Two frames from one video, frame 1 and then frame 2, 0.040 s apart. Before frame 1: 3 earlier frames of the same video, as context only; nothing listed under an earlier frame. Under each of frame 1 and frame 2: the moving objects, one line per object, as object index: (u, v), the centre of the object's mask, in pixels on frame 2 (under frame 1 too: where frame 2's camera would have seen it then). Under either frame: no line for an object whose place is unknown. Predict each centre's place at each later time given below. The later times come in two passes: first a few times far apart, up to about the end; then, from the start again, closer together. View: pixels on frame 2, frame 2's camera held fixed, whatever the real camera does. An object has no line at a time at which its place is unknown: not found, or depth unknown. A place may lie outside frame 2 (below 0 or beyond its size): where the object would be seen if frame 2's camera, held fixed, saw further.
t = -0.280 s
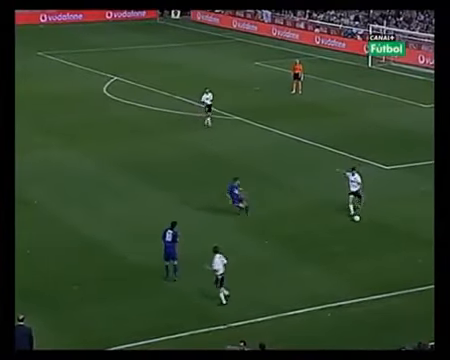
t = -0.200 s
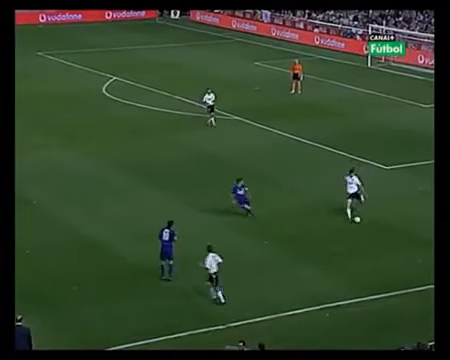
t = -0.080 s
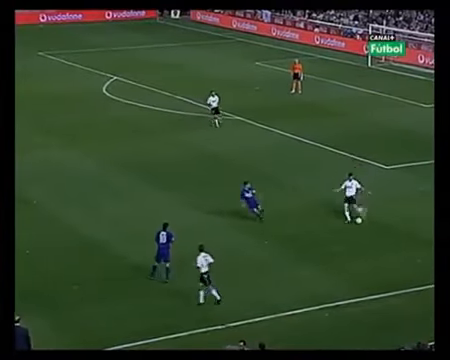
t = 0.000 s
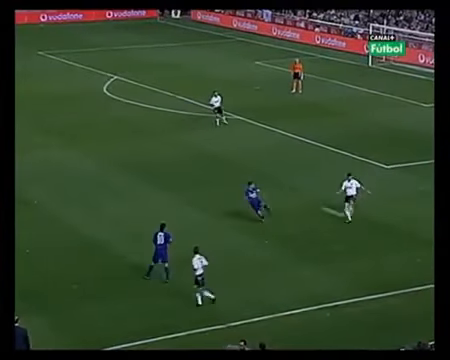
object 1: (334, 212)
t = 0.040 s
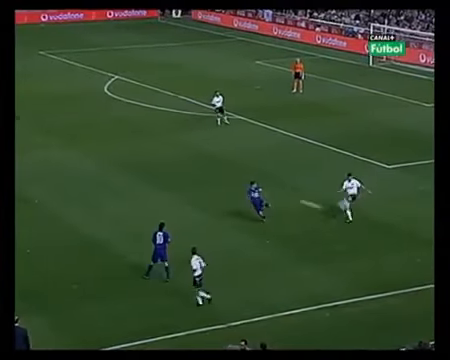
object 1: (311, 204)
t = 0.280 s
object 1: (173, 166)
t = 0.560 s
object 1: (-1, 129)
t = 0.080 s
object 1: (289, 198)
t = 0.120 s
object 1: (270, 190)
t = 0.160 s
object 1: (243, 184)
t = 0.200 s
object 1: (220, 177)
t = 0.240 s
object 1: (197, 172)
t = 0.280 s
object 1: (173, 166)
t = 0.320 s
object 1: (148, 160)
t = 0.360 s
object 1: (124, 154)
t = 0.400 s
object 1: (99, 149)
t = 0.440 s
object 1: (74, 143)
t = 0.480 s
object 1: (49, 138)
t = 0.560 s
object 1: (-1, 129)
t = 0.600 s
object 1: (-26, 124)
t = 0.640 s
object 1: (-52, 120)
